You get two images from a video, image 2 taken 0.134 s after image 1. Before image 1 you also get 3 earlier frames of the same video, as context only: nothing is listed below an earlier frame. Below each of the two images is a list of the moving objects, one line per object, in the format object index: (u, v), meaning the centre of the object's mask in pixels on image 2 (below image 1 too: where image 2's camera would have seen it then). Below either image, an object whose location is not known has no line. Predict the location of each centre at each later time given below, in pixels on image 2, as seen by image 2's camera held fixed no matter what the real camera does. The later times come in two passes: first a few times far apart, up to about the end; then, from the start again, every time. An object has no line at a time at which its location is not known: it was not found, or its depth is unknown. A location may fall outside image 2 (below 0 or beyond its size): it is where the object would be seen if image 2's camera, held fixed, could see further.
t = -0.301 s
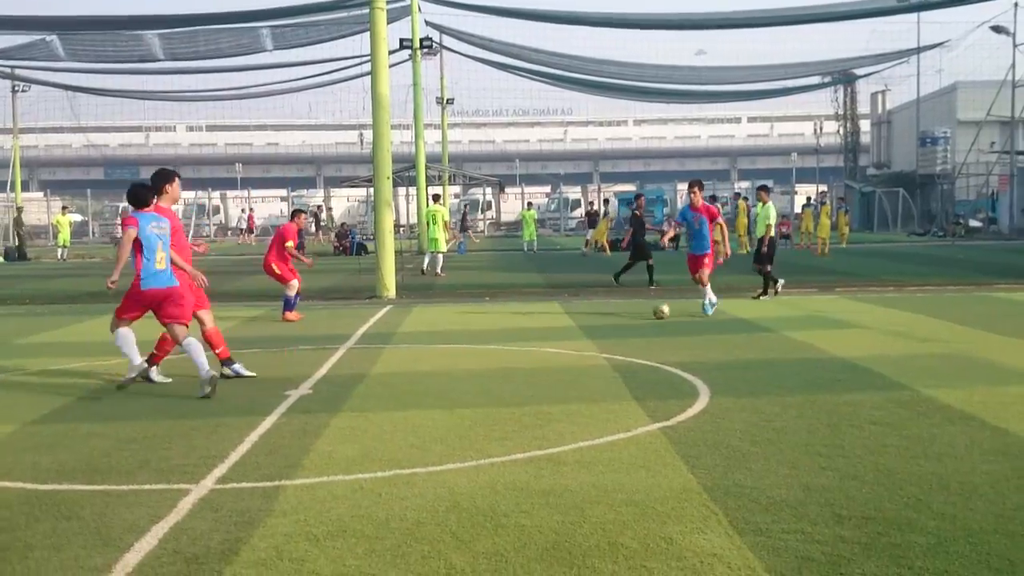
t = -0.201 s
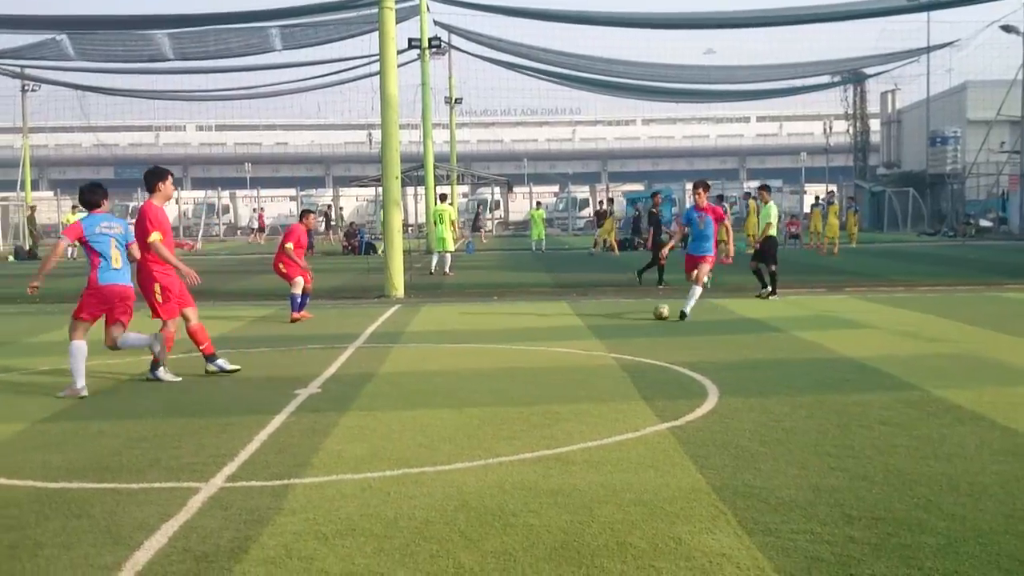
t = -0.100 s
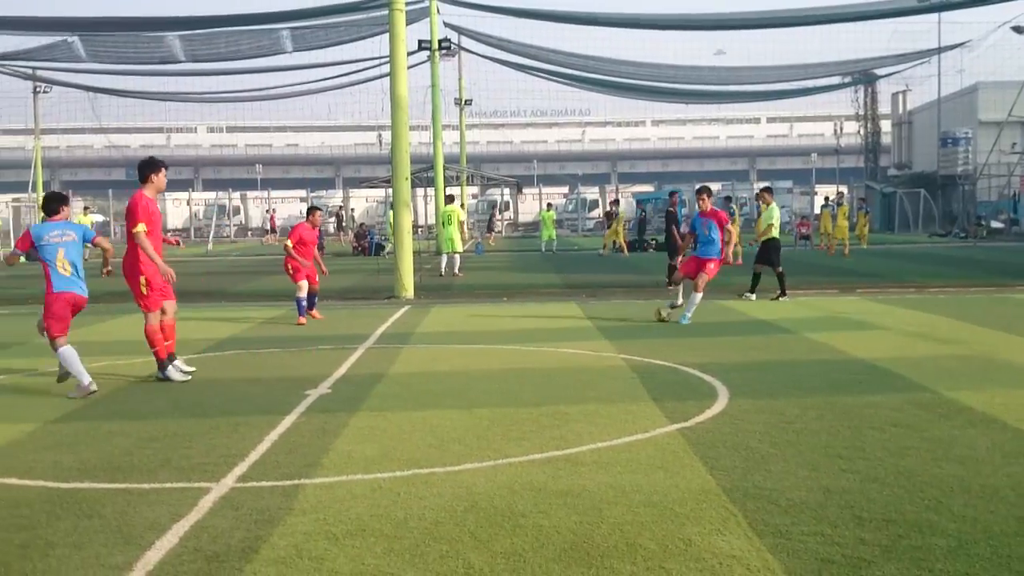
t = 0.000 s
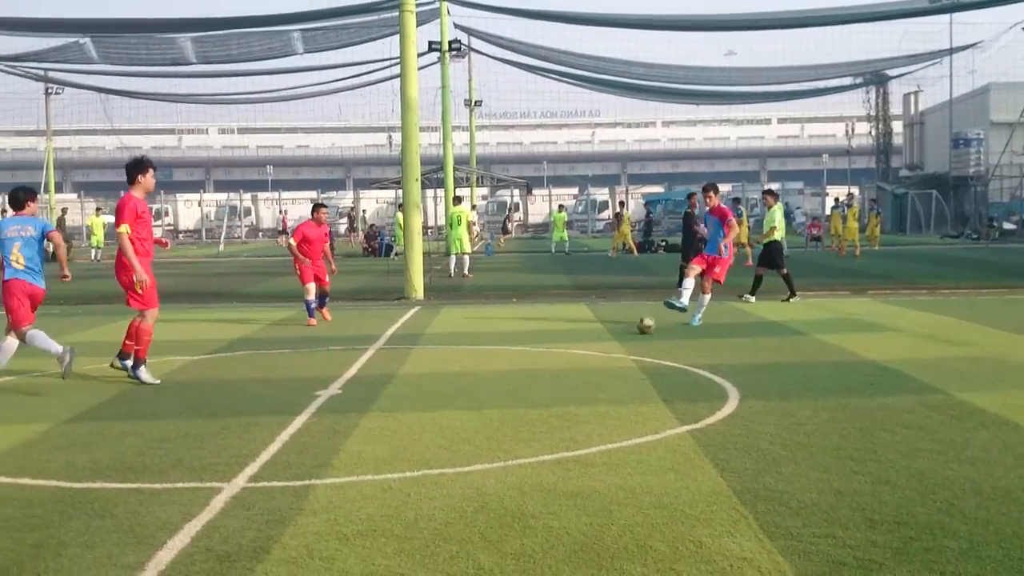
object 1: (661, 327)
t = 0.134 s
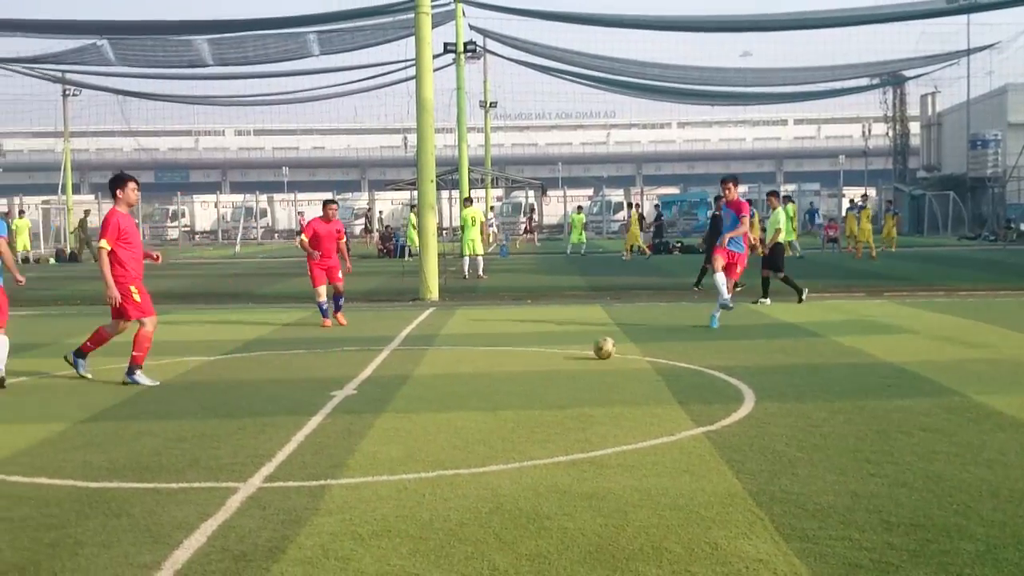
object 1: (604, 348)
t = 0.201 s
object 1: (570, 357)
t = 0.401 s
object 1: (427, 424)
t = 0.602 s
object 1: (178, 538)
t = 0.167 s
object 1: (587, 353)
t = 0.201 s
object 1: (570, 357)
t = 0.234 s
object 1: (551, 363)
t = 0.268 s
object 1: (531, 371)
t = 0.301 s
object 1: (508, 382)
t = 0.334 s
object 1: (483, 397)
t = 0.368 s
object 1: (456, 414)
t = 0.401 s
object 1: (427, 424)
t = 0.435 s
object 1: (396, 437)
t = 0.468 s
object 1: (361, 455)
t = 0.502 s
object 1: (321, 474)
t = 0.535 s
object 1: (280, 489)
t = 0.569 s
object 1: (232, 511)
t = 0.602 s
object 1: (178, 538)
